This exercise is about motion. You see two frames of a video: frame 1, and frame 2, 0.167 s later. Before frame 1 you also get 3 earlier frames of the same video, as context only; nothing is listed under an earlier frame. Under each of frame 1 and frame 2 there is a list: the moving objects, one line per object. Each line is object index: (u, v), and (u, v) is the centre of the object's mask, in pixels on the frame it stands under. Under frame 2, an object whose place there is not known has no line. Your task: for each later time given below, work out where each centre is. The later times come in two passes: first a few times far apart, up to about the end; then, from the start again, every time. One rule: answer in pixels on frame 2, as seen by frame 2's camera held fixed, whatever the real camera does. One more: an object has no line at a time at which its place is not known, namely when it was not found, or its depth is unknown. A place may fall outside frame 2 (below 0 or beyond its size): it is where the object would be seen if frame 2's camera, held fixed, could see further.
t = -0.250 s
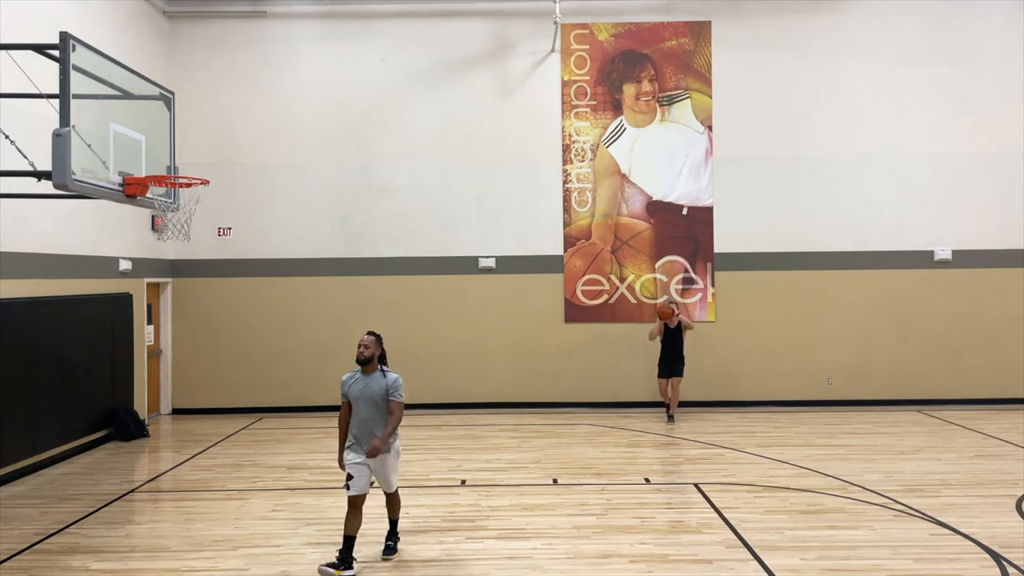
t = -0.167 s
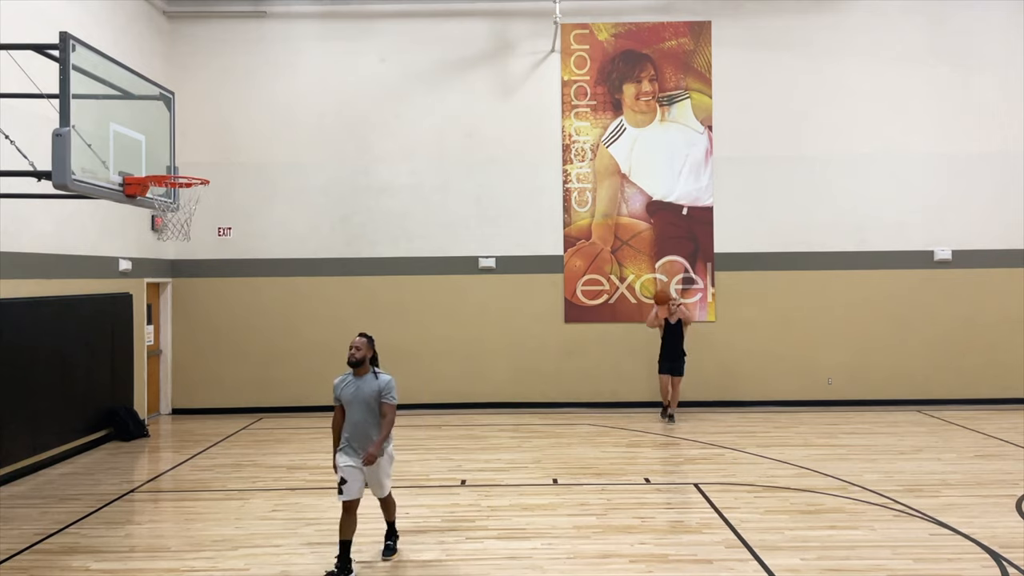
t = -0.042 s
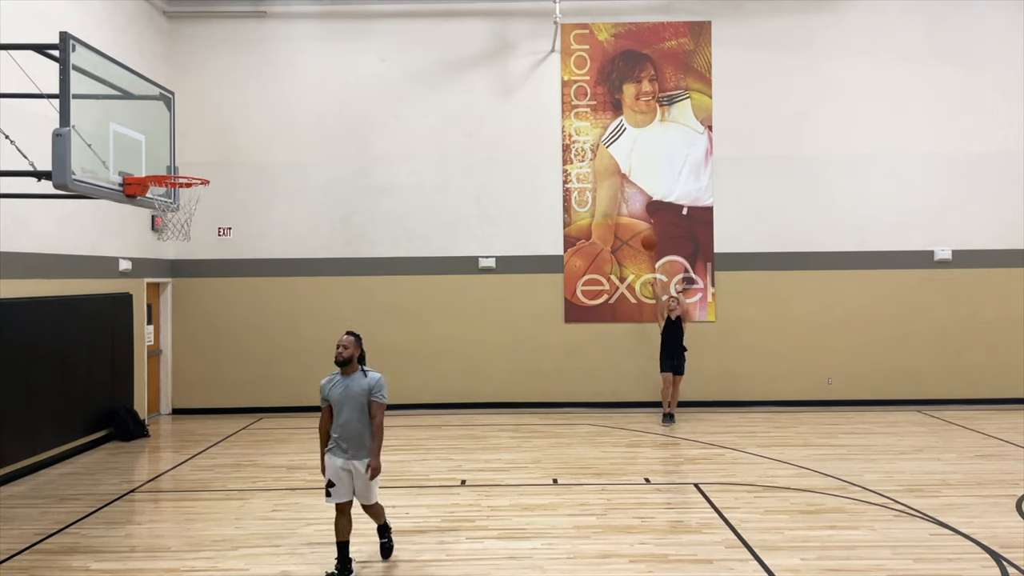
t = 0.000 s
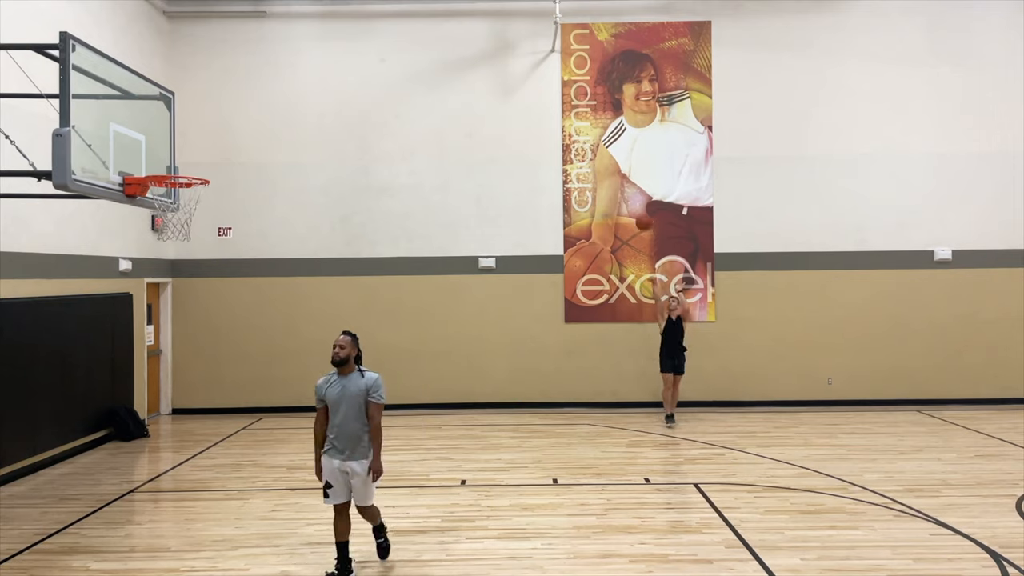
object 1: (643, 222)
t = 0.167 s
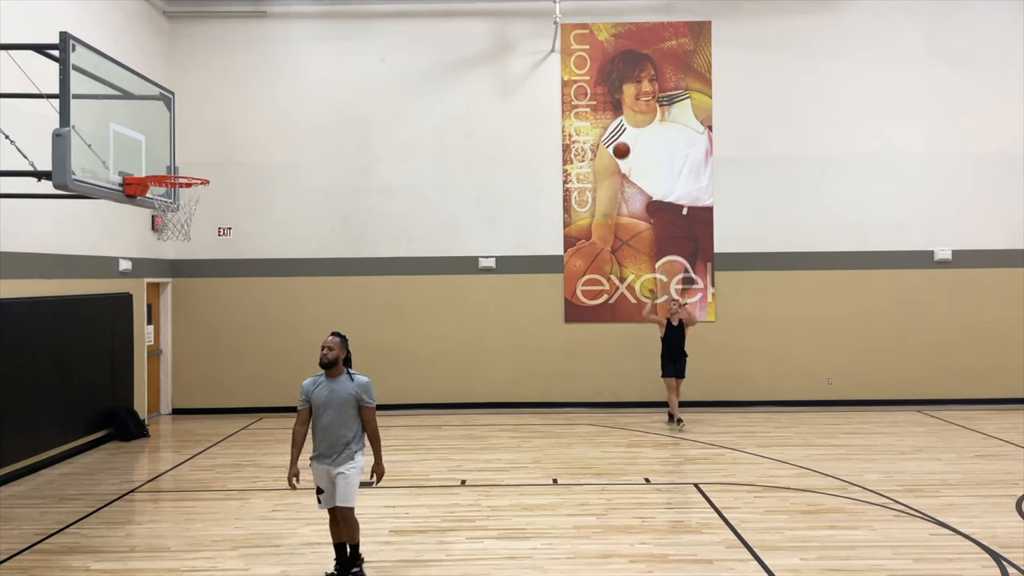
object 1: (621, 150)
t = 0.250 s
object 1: (609, 120)
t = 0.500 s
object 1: (573, 54)
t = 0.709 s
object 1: (540, 31)
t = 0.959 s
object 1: (498, 49)
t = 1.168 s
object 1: (459, 109)
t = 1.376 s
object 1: (417, 215)
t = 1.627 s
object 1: (357, 415)
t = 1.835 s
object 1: (323, 427)
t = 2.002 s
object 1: (309, 337)
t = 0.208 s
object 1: (615, 134)
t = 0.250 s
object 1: (609, 120)
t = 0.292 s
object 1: (603, 105)
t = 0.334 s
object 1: (598, 93)
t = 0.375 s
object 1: (591, 82)
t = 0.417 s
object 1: (585, 72)
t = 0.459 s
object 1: (579, 62)
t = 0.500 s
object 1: (573, 54)
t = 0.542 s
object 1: (567, 47)
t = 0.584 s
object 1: (560, 41)
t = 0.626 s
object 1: (554, 36)
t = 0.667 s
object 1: (547, 33)
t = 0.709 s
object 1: (540, 31)
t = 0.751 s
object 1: (534, 30)
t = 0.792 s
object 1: (527, 31)
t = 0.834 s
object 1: (520, 34)
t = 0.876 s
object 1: (513, 37)
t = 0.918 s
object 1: (506, 43)
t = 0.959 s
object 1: (498, 49)
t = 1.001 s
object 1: (491, 58)
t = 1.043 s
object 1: (483, 68)
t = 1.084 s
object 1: (475, 80)
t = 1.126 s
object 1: (467, 93)
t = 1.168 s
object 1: (459, 109)
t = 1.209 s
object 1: (451, 126)
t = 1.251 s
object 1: (443, 145)
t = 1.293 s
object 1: (434, 166)
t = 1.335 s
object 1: (425, 189)
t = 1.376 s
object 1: (417, 215)
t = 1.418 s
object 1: (407, 242)
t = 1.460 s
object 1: (398, 271)
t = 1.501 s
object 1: (388, 303)
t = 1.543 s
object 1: (378, 338)
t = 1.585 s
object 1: (368, 376)
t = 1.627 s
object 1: (357, 415)
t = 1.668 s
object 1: (346, 458)
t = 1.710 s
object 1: (334, 506)
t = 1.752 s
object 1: (330, 483)
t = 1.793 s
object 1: (327, 454)
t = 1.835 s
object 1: (323, 427)
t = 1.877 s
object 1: (320, 402)
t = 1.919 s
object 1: (316, 378)
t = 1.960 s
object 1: (313, 357)
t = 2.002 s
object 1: (309, 337)
